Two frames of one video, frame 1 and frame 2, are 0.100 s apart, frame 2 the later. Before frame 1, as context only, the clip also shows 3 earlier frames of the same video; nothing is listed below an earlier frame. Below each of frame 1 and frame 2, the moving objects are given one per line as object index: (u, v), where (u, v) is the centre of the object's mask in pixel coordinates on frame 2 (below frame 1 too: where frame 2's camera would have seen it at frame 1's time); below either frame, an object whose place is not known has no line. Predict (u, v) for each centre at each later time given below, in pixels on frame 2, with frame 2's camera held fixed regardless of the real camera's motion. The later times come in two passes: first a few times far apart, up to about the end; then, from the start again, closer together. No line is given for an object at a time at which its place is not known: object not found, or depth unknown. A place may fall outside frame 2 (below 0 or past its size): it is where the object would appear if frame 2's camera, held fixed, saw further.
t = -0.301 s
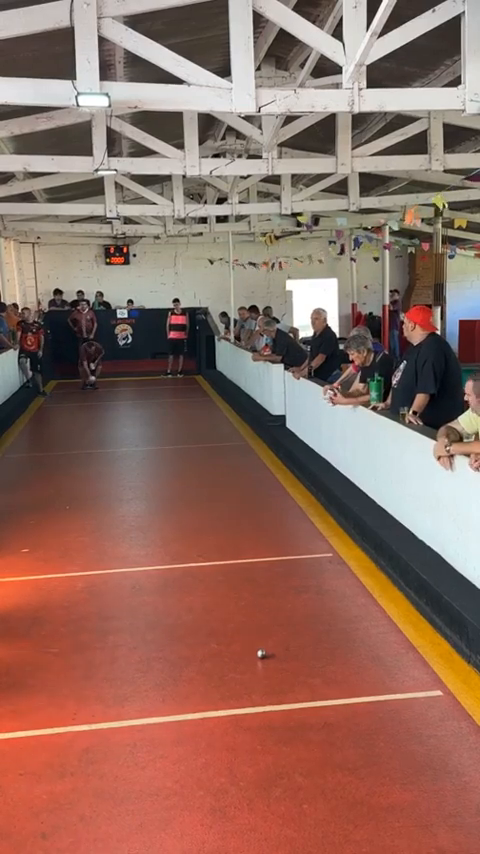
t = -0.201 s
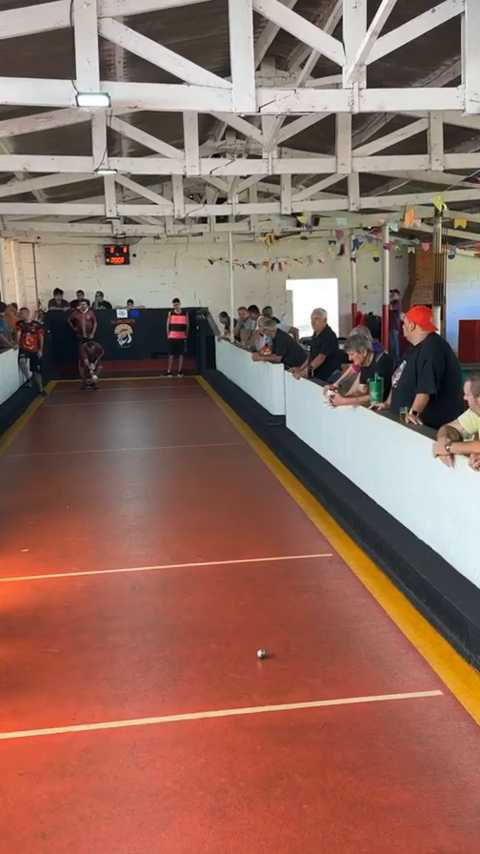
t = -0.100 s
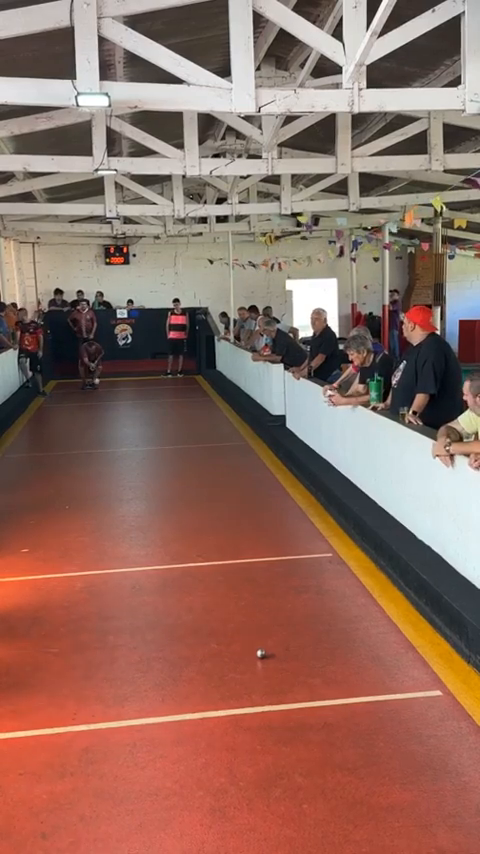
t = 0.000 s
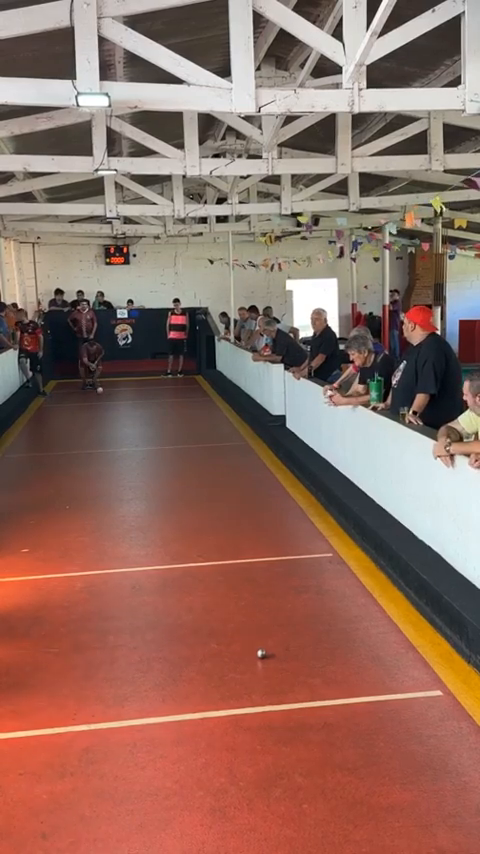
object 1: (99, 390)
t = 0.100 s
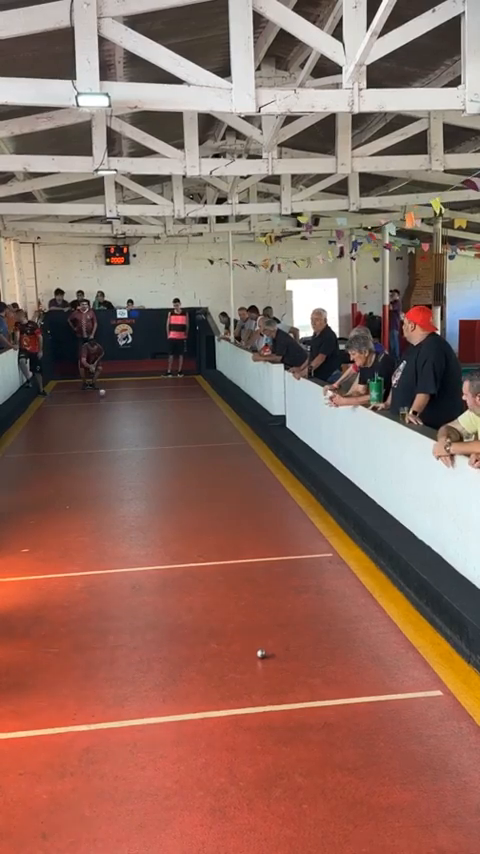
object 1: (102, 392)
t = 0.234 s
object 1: (105, 395)
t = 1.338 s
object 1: (135, 409)
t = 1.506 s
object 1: (140, 412)
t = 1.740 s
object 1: (147, 414)
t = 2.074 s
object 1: (158, 419)
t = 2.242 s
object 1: (163, 421)
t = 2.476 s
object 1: (171, 425)
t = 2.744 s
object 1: (180, 429)
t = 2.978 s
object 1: (188, 433)
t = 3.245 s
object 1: (198, 437)
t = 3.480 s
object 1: (206, 442)
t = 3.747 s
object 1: (217, 446)
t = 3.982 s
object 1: (226, 450)
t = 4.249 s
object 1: (237, 456)
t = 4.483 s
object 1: (247, 460)
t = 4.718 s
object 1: (257, 465)
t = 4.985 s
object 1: (269, 471)
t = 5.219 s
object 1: (279, 476)
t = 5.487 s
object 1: (288, 482)
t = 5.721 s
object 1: (293, 488)
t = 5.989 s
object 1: (295, 495)
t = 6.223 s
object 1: (295, 502)
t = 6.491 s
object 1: (295, 510)
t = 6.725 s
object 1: (294, 517)
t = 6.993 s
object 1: (293, 526)
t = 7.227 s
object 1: (292, 534)
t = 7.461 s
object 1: (291, 542)
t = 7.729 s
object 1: (289, 550)
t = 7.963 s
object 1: (288, 559)
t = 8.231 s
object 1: (285, 569)
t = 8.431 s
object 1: (283, 578)
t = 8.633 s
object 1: (282, 585)
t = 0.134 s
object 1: (102, 392)
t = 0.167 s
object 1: (103, 394)
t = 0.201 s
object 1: (104, 395)
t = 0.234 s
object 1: (105, 395)
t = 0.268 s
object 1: (106, 396)
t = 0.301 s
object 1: (107, 396)
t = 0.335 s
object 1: (108, 397)
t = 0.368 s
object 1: (109, 397)
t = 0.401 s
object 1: (109, 398)
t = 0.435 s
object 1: (110, 398)
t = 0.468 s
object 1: (111, 398)
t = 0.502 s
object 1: (112, 398)
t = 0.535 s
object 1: (113, 399)
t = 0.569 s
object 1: (114, 399)
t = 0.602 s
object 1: (115, 400)
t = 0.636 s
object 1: (115, 400)
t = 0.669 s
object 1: (116, 401)
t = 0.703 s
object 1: (117, 401)
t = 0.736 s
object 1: (118, 402)
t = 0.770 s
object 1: (119, 402)
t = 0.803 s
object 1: (120, 402)
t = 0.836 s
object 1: (121, 403)
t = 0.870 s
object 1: (122, 403)
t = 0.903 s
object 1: (123, 404)
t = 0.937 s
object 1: (124, 404)
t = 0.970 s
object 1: (124, 404)
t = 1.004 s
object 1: (125, 405)
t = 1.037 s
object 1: (126, 405)
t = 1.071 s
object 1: (127, 406)
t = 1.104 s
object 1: (128, 406)
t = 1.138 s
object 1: (129, 407)
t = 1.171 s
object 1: (130, 407)
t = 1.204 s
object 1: (131, 407)
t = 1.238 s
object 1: (132, 408)
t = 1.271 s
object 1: (133, 408)
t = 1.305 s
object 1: (134, 408)
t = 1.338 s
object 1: (135, 409)
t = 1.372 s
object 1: (136, 410)
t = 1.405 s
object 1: (137, 410)
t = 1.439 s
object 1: (138, 410)
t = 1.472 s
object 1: (139, 411)
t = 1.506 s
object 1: (140, 412)
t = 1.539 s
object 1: (141, 412)
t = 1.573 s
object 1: (142, 413)
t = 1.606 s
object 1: (143, 413)
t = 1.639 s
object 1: (144, 413)
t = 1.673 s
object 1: (145, 414)
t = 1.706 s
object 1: (146, 414)
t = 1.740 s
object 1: (147, 414)
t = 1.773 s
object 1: (148, 415)
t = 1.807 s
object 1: (149, 416)
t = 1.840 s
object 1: (150, 416)
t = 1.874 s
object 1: (151, 416)
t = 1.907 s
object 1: (152, 417)
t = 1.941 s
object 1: (153, 417)
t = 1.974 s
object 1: (154, 418)
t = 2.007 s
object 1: (155, 418)
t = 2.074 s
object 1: (158, 419)
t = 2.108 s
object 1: (159, 420)
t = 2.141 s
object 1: (160, 420)
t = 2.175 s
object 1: (161, 420)
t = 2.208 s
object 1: (162, 421)
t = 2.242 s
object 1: (163, 421)
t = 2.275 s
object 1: (164, 422)
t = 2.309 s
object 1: (165, 422)
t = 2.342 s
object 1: (166, 423)
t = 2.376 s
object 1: (168, 423)
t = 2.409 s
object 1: (168, 424)
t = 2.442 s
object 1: (170, 425)
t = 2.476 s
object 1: (171, 425)
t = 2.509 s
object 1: (172, 426)
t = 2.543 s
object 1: (173, 426)
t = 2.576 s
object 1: (174, 427)
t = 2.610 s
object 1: (175, 427)
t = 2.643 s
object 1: (176, 428)
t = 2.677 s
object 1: (178, 428)
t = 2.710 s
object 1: (179, 429)
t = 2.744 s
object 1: (180, 429)
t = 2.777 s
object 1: (181, 430)
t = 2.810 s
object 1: (182, 431)
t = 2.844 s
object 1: (184, 431)
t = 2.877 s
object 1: (185, 432)
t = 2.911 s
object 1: (186, 432)
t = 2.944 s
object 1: (187, 433)
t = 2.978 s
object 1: (188, 433)
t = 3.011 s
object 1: (189, 434)
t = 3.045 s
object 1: (191, 434)
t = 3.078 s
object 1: (192, 435)
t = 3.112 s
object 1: (193, 435)
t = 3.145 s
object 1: (194, 436)
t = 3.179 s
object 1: (195, 436)
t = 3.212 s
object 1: (197, 437)
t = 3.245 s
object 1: (198, 437)
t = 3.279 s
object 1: (199, 438)
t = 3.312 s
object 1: (200, 438)
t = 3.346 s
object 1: (201, 439)
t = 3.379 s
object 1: (203, 440)
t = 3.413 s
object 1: (204, 440)
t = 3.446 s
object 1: (205, 441)
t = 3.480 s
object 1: (206, 442)
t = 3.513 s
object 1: (208, 442)
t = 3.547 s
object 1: (209, 443)
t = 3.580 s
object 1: (210, 443)
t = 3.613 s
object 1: (212, 444)
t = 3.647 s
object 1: (213, 444)
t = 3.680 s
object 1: (214, 445)
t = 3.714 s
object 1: (215, 446)
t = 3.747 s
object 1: (217, 446)
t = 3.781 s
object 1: (218, 447)
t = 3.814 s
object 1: (219, 447)
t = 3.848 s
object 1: (221, 448)
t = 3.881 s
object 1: (222, 449)
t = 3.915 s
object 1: (223, 449)
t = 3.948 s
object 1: (225, 450)
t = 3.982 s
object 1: (226, 450)
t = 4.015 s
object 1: (227, 451)
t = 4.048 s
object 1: (229, 452)
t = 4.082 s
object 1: (230, 452)
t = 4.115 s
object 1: (231, 453)
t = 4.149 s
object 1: (233, 454)
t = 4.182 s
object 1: (234, 454)
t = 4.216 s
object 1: (236, 455)
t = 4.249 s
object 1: (237, 456)
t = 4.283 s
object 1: (238, 456)
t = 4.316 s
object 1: (240, 457)
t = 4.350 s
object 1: (241, 458)
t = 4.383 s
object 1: (242, 458)
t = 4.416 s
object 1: (244, 459)
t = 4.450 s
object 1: (245, 460)
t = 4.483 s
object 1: (247, 460)
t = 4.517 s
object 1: (248, 461)
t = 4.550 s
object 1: (250, 462)
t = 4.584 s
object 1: (251, 462)
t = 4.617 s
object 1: (253, 463)
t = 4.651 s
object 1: (254, 464)
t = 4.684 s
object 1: (256, 464)
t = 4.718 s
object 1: (257, 465)
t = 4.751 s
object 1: (258, 466)
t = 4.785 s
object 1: (260, 466)
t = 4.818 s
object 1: (261, 467)
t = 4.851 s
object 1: (263, 468)
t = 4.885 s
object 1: (264, 469)
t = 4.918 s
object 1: (266, 469)
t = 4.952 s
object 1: (267, 470)
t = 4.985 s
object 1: (269, 471)
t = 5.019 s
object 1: (270, 471)
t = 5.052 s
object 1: (272, 472)
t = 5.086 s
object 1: (273, 473)
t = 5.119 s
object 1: (275, 474)
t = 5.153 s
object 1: (276, 474)
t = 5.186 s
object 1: (278, 475)
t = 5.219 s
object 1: (279, 476)
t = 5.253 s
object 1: (280, 476)
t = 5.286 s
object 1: (282, 477)
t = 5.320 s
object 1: (283, 478)
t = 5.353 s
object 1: (284, 478)
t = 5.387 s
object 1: (285, 479)
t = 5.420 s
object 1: (286, 480)
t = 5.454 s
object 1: (287, 481)
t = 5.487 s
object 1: (288, 482)
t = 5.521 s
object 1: (289, 482)
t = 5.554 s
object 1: (290, 483)
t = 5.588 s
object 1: (291, 484)
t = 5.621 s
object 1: (291, 485)
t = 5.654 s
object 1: (292, 486)
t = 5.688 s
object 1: (293, 487)
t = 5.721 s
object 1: (293, 488)
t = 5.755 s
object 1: (294, 489)
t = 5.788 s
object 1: (294, 490)
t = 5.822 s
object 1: (294, 491)
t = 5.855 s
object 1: (294, 492)
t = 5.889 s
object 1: (294, 493)
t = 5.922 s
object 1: (294, 494)
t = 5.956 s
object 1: (295, 494)
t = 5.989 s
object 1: (295, 495)
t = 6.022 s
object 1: (295, 496)
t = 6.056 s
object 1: (295, 497)
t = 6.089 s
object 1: (295, 498)
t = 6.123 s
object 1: (295, 499)
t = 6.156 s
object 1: (295, 500)
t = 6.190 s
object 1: (295, 501)
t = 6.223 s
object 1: (295, 502)
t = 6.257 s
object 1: (295, 503)
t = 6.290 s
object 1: (295, 504)
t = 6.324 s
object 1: (295, 505)
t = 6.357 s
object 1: (295, 506)
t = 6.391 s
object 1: (295, 507)
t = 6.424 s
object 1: (295, 508)
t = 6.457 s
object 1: (295, 509)
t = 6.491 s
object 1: (295, 510)
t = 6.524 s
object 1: (295, 511)
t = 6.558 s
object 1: (294, 512)
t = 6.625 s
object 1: (295, 514)
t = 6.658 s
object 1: (295, 515)
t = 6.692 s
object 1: (294, 517)
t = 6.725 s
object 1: (294, 517)
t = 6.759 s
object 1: (294, 519)
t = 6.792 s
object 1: (294, 520)
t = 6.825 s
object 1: (294, 520)
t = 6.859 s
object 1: (294, 521)
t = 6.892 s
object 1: (294, 523)
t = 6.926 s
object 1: (293, 524)
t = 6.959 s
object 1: (293, 525)
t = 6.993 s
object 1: (293, 526)
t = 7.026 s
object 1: (293, 527)
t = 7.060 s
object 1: (293, 528)
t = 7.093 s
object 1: (293, 529)
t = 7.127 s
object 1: (292, 530)
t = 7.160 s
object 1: (292, 531)
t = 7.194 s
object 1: (292, 532)
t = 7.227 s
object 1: (292, 534)
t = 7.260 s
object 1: (292, 535)
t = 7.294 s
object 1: (292, 536)
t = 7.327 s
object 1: (292, 537)
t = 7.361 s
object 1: (291, 538)
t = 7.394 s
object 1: (291, 539)
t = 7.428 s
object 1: (291, 540)
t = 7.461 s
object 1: (291, 542)
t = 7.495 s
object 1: (291, 543)
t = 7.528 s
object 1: (290, 544)
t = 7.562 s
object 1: (290, 545)
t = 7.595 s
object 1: (290, 546)
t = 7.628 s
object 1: (290, 547)
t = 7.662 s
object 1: (290, 548)
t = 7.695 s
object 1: (289, 549)
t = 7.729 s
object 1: (289, 550)
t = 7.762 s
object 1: (289, 552)
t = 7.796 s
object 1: (289, 553)
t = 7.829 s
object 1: (289, 554)
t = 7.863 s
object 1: (288, 555)
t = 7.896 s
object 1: (288, 556)
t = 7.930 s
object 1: (288, 557)
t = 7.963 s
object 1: (288, 559)
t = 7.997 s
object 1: (287, 560)
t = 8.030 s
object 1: (287, 561)
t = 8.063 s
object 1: (287, 562)
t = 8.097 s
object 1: (287, 563)
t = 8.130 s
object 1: (286, 564)
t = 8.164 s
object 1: (286, 566)
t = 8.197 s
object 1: (286, 567)
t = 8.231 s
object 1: (285, 569)
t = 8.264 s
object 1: (285, 571)
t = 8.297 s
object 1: (285, 573)
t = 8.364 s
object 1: (284, 575)
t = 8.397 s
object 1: (284, 576)
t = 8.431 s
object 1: (283, 578)
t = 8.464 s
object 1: (283, 579)
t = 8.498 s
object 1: (283, 580)
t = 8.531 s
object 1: (283, 581)
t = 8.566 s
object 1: (282, 583)
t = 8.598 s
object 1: (282, 584)
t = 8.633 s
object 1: (282, 585)
